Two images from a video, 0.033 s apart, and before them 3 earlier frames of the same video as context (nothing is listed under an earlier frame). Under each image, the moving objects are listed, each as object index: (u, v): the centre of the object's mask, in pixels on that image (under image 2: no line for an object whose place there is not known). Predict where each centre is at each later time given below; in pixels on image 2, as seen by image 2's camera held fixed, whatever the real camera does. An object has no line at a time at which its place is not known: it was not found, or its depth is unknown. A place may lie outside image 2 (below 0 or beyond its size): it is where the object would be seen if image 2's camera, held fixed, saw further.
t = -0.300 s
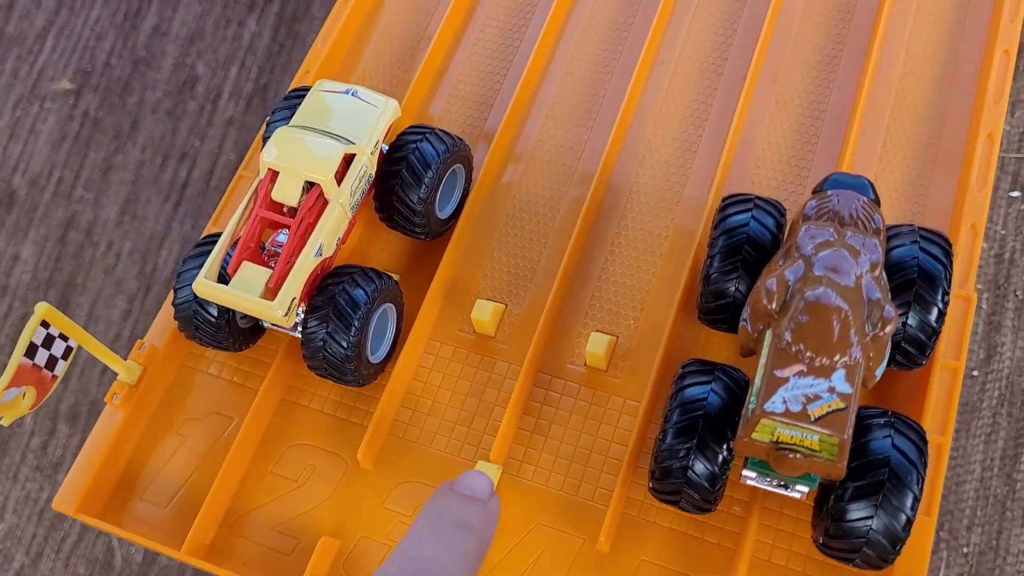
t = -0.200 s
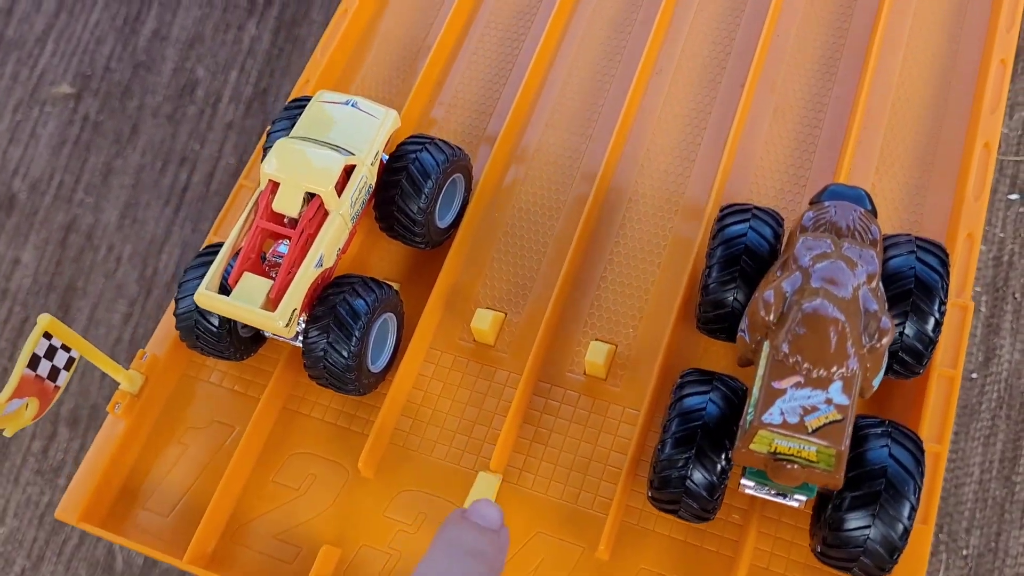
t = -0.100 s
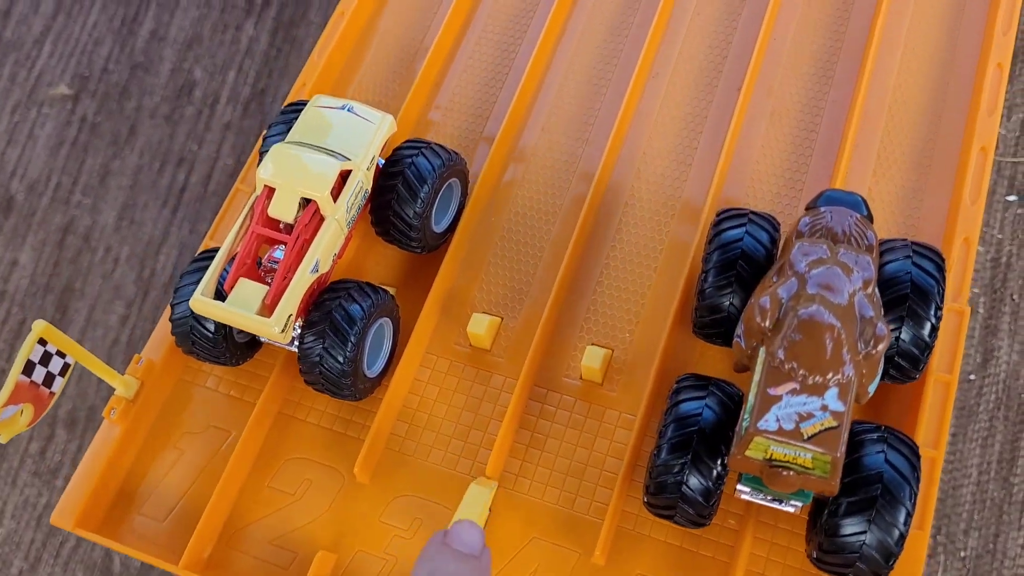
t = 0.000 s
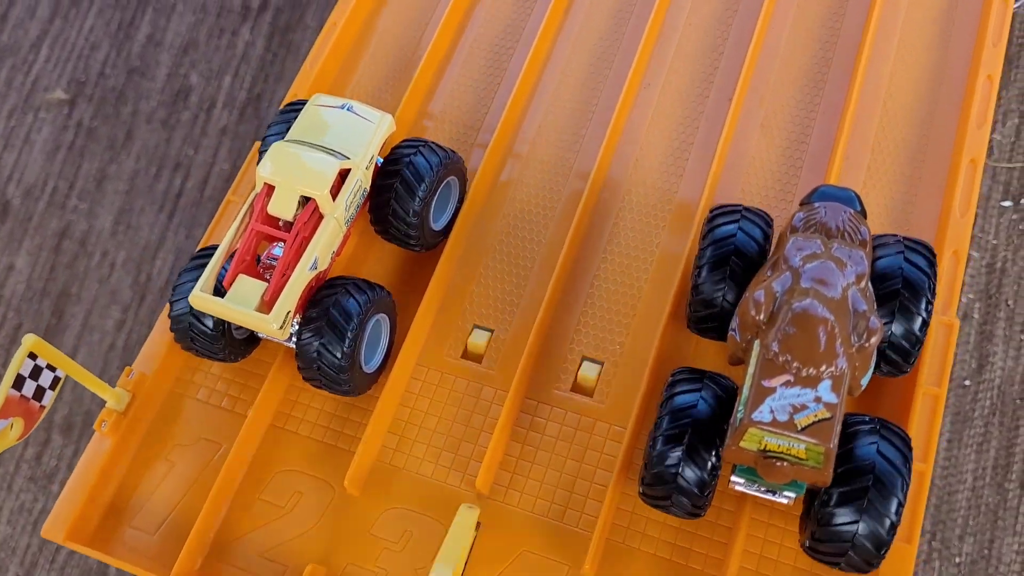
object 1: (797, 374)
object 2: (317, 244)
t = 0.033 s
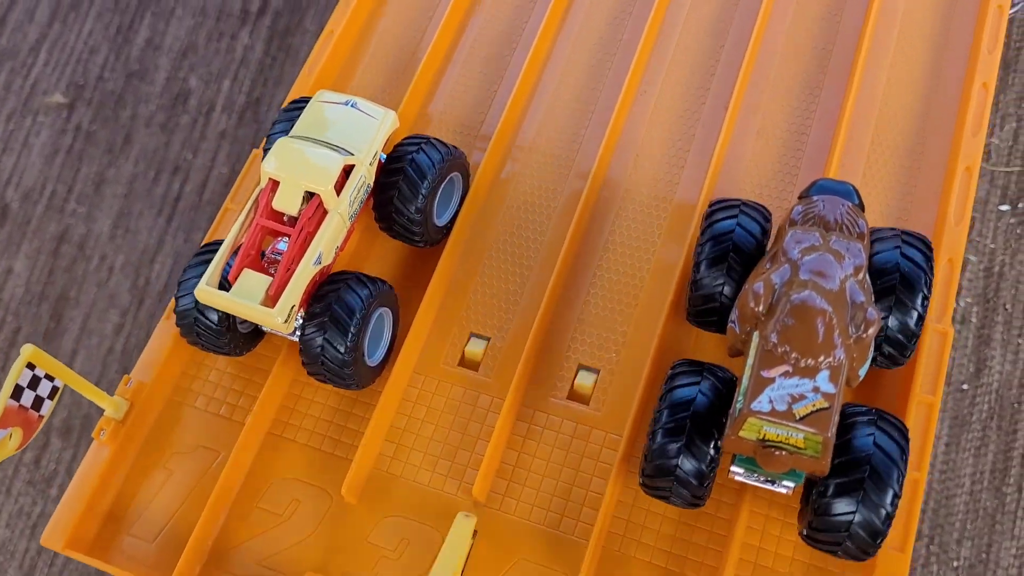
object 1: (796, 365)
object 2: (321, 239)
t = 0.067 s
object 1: (798, 345)
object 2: (329, 226)
